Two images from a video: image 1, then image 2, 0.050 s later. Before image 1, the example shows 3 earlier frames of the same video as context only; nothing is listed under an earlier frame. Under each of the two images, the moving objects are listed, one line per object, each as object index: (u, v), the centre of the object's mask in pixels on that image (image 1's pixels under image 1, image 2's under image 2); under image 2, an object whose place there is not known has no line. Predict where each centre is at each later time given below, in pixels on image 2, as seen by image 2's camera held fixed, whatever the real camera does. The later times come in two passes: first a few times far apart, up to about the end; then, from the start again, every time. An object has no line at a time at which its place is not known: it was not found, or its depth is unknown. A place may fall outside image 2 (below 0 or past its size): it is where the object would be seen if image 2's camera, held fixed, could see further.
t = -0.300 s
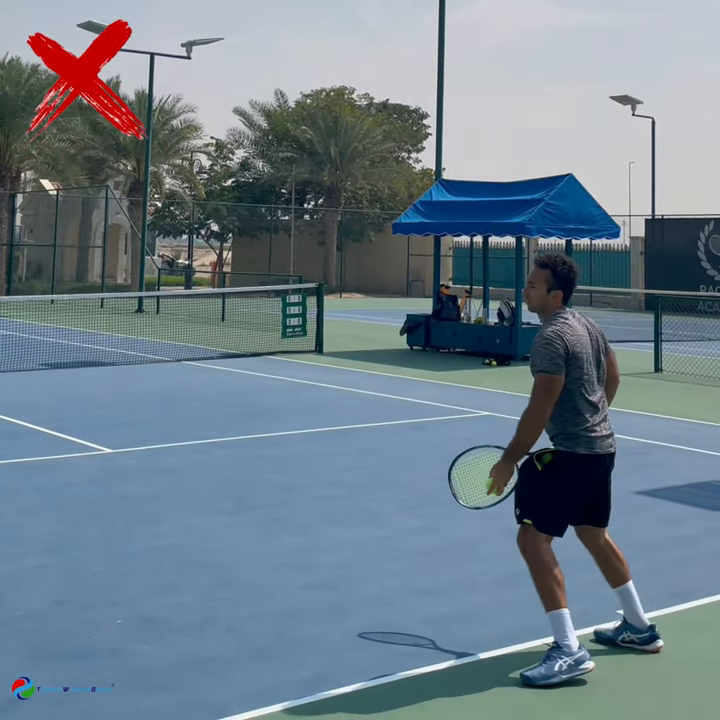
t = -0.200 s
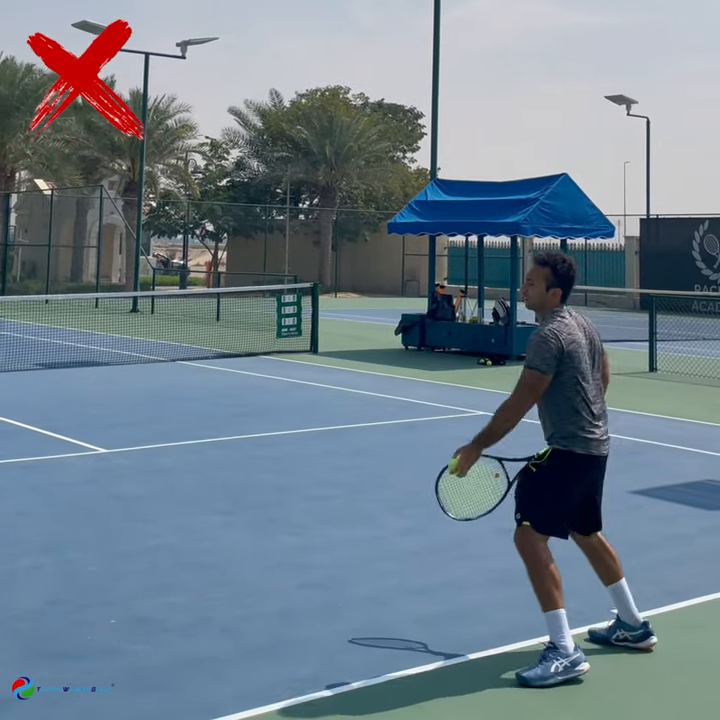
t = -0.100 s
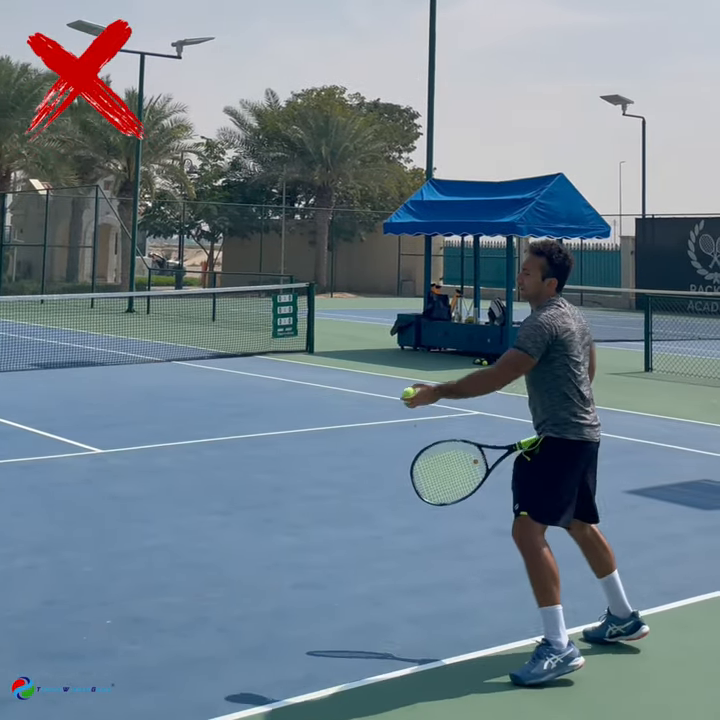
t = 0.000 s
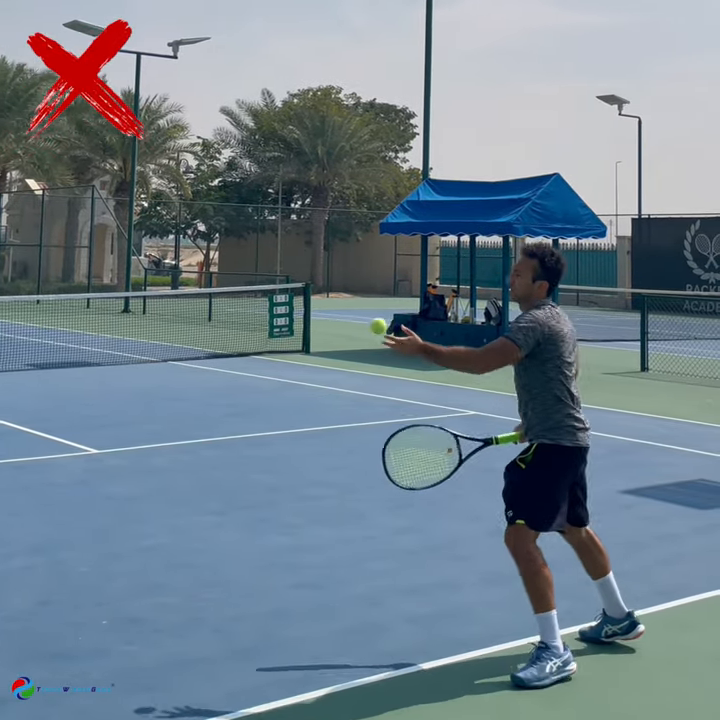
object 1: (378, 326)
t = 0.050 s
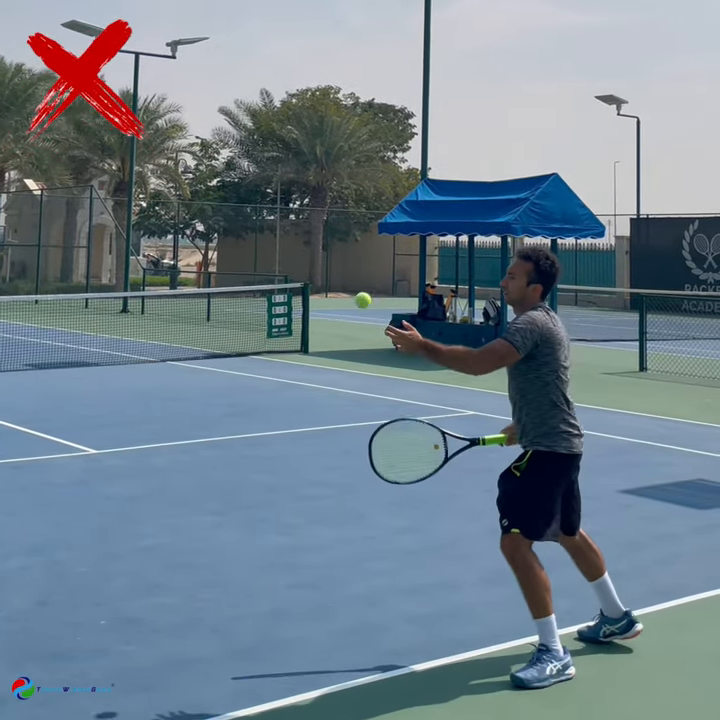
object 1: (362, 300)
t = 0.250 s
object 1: (306, 259)
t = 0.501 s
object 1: (231, 345)
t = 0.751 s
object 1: (147, 592)
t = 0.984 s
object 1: (104, 516)
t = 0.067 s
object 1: (358, 293)
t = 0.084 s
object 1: (353, 287)
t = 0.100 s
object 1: (349, 281)
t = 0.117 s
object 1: (344, 276)
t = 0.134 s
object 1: (339, 271)
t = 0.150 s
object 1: (334, 268)
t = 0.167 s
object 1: (330, 265)
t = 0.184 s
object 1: (325, 262)
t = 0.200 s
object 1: (320, 260)
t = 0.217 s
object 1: (316, 259)
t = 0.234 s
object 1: (311, 259)
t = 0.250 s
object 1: (306, 259)
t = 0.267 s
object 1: (301, 260)
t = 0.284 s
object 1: (297, 262)
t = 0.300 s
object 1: (291, 264)
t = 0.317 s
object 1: (287, 267)
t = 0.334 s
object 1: (282, 270)
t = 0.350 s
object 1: (277, 275)
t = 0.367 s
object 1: (272, 279)
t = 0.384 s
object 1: (267, 286)
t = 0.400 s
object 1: (261, 292)
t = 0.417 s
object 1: (257, 298)
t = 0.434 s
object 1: (252, 307)
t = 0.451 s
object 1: (247, 315)
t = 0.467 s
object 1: (241, 324)
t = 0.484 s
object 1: (236, 334)
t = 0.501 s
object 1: (231, 345)
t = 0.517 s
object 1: (225, 356)
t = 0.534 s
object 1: (220, 368)
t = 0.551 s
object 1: (215, 381)
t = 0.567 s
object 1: (209, 394)
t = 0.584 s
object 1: (205, 408)
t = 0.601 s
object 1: (199, 423)
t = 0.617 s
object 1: (193, 439)
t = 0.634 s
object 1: (187, 455)
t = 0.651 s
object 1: (182, 472)
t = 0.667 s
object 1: (177, 490)
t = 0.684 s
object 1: (171, 509)
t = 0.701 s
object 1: (165, 528)
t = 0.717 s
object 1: (159, 549)
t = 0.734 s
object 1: (154, 570)
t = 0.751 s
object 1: (147, 592)
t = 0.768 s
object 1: (141, 615)
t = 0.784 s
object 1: (136, 638)
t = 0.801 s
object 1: (129, 663)
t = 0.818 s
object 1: (126, 657)
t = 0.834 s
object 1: (124, 640)
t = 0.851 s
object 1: (122, 623)
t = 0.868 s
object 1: (120, 607)
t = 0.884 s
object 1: (117, 591)
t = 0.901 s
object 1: (116, 577)
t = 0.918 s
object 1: (113, 564)
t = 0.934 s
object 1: (111, 550)
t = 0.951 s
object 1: (109, 538)
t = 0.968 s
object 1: (107, 527)
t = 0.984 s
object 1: (104, 516)
